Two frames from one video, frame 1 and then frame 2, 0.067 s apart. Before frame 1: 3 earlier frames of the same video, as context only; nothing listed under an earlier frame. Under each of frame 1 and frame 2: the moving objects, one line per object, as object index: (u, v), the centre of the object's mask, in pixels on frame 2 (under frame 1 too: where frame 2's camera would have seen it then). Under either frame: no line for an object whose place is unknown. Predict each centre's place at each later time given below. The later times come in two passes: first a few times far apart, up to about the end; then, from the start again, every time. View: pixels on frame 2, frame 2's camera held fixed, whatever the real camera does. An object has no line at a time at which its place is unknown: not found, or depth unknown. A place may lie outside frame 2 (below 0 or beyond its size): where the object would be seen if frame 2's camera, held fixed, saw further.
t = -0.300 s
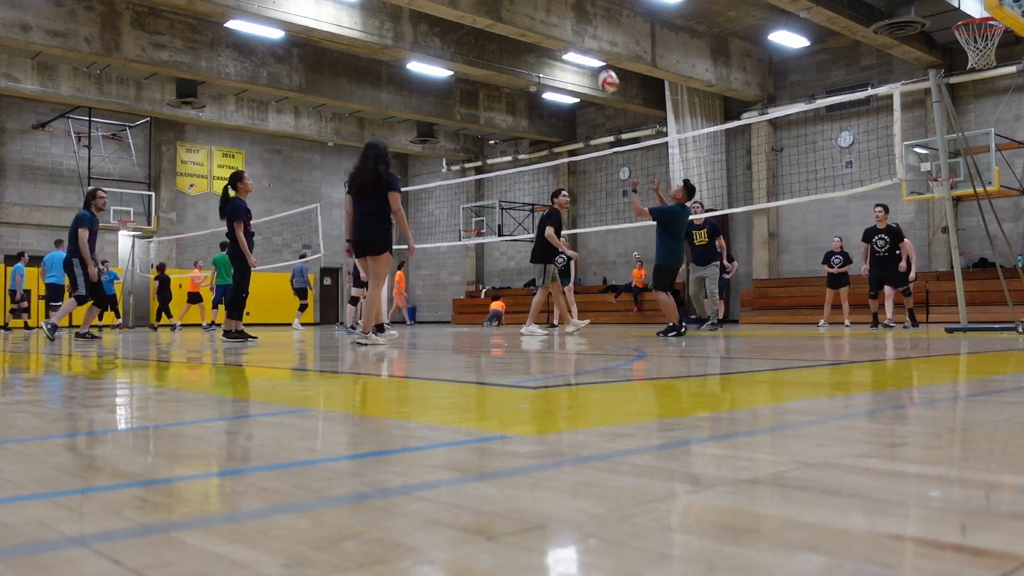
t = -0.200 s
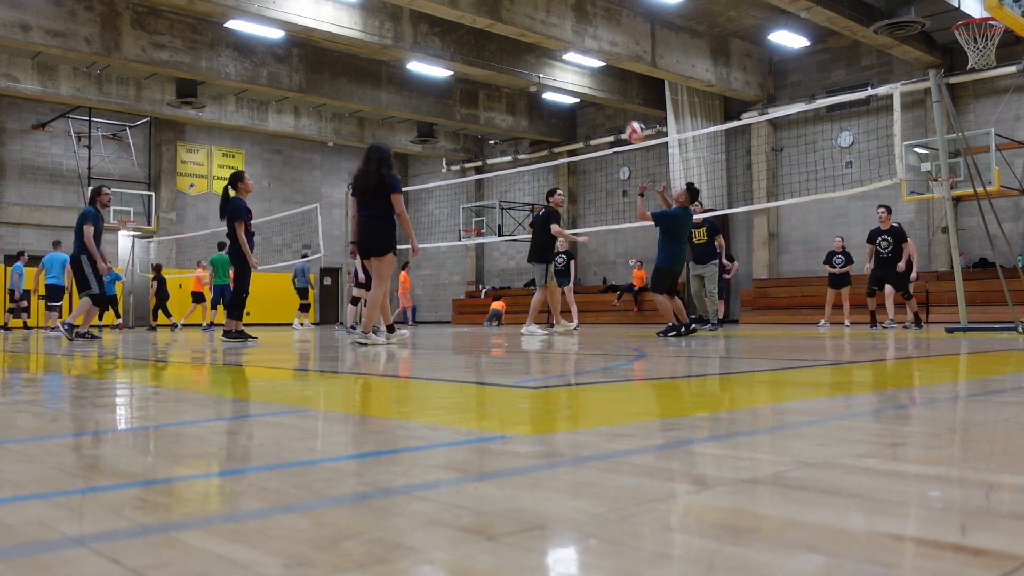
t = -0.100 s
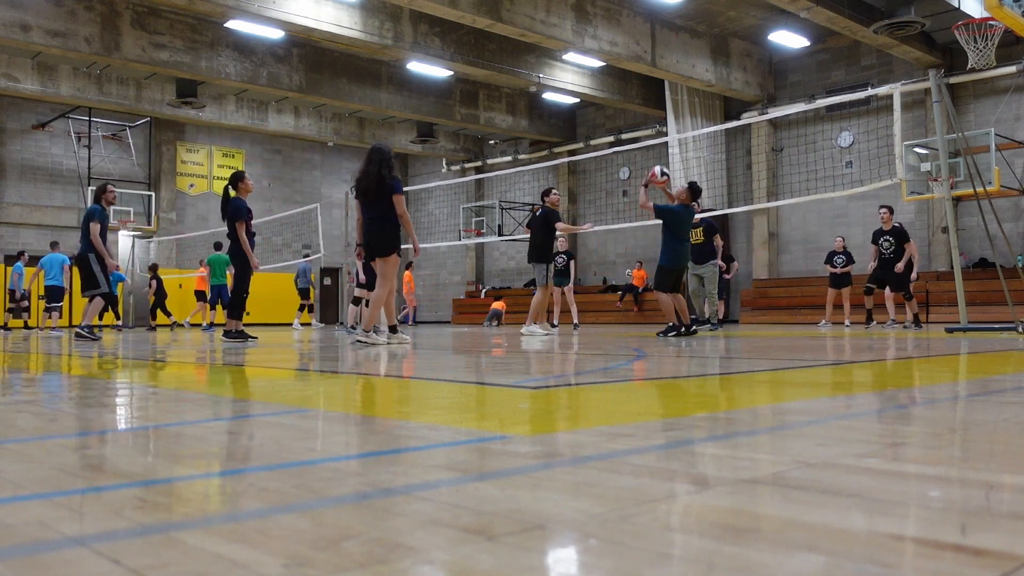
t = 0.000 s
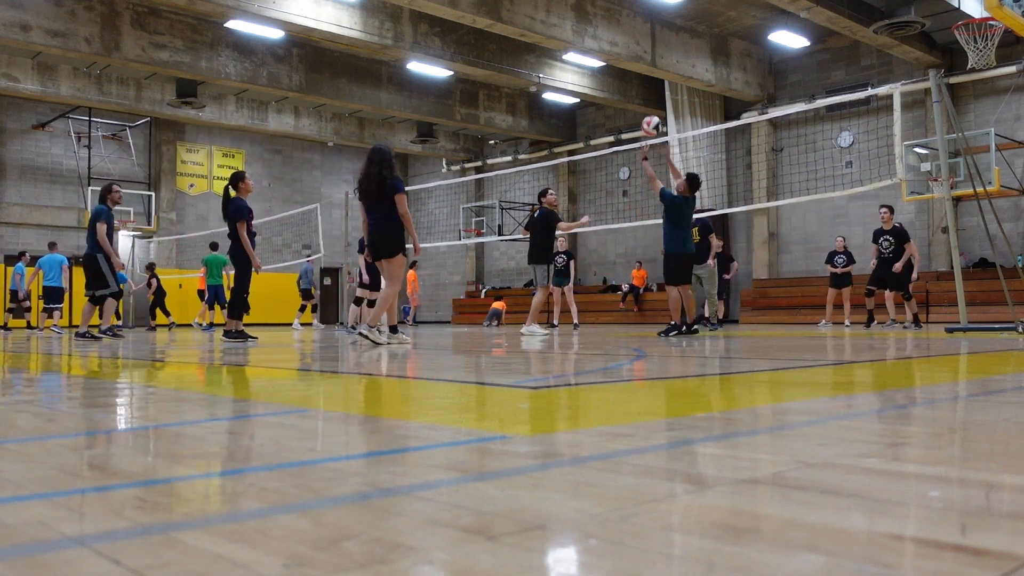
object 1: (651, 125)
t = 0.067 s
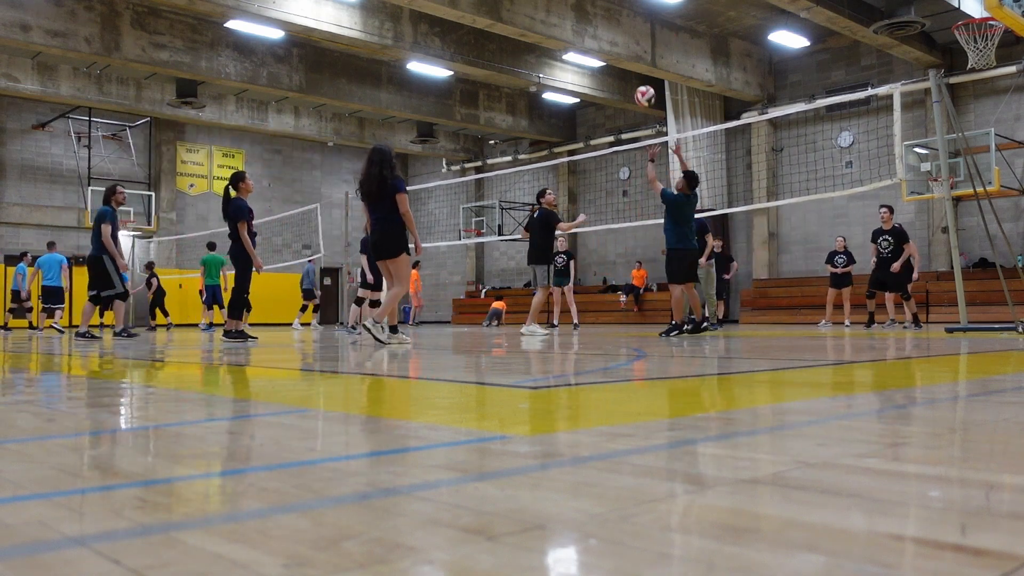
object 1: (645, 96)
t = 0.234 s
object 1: (628, 41)
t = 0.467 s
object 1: (607, 9)
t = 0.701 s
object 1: (589, 25)
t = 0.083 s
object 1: (643, 89)
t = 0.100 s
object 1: (641, 83)
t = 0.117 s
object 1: (640, 77)
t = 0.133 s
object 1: (638, 71)
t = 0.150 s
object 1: (636, 65)
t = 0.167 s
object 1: (635, 59)
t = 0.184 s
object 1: (633, 54)
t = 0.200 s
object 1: (632, 50)
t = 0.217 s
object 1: (630, 45)
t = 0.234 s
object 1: (628, 41)
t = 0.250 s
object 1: (627, 37)
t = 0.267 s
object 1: (625, 34)
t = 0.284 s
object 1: (624, 30)
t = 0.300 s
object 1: (622, 27)
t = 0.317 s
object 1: (621, 24)
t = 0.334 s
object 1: (619, 22)
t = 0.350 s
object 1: (618, 19)
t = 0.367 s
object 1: (616, 17)
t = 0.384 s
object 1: (615, 15)
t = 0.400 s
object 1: (613, 14)
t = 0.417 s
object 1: (611, 12)
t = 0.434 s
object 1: (610, 11)
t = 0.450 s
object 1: (609, 10)
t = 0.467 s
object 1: (607, 9)
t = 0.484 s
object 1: (606, 9)
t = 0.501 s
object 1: (604, 9)
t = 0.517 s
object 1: (603, 9)
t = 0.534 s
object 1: (602, 9)
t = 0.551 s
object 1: (600, 9)
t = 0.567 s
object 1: (599, 10)
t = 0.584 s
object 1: (598, 11)
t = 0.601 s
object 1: (597, 13)
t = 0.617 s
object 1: (595, 14)
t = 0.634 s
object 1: (594, 15)
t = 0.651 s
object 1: (593, 17)
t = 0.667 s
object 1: (592, 20)
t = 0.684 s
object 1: (590, 22)
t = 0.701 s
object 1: (589, 25)
